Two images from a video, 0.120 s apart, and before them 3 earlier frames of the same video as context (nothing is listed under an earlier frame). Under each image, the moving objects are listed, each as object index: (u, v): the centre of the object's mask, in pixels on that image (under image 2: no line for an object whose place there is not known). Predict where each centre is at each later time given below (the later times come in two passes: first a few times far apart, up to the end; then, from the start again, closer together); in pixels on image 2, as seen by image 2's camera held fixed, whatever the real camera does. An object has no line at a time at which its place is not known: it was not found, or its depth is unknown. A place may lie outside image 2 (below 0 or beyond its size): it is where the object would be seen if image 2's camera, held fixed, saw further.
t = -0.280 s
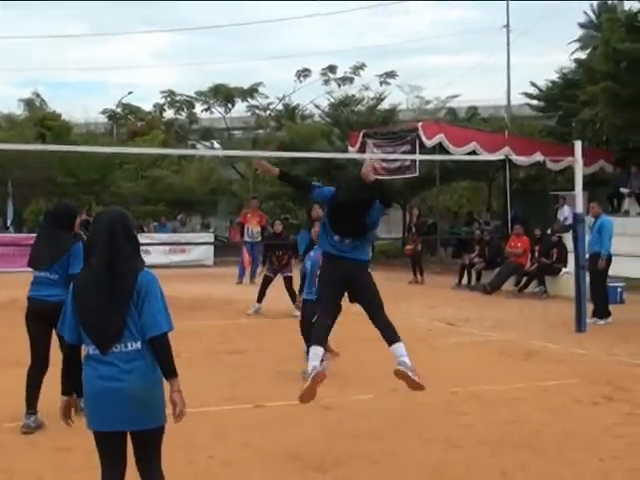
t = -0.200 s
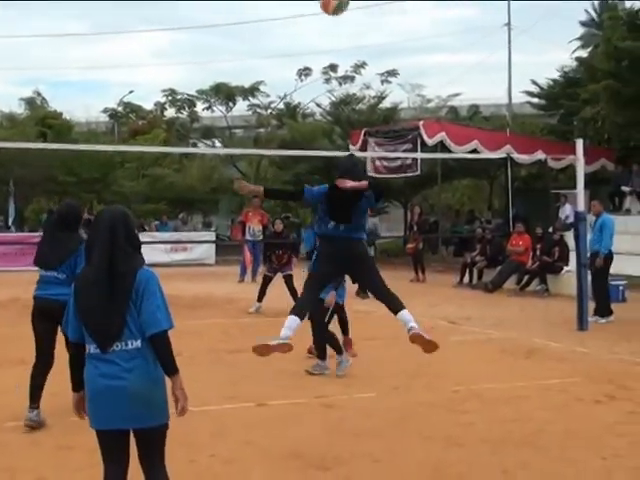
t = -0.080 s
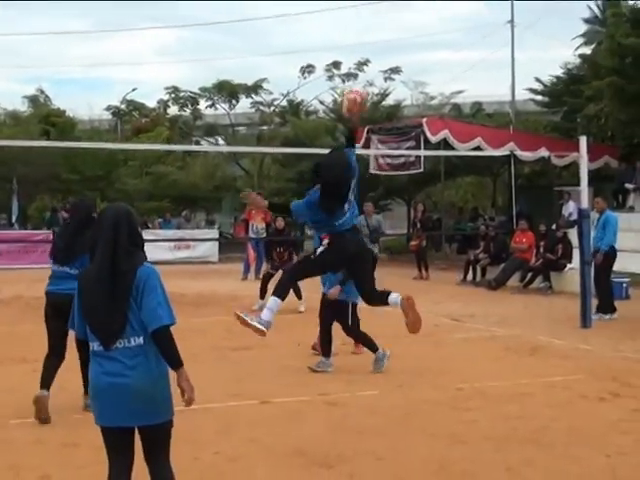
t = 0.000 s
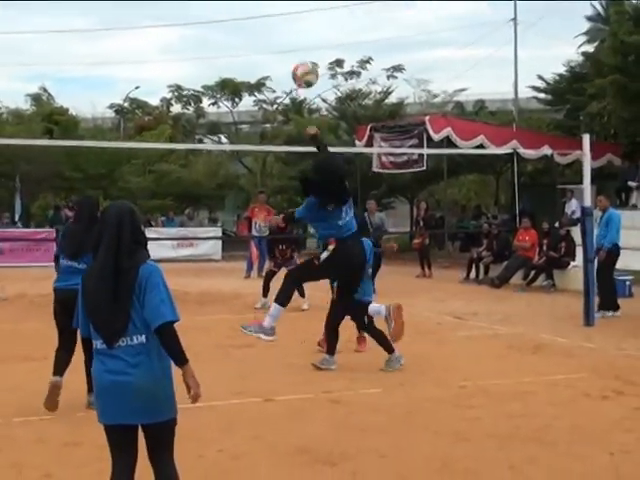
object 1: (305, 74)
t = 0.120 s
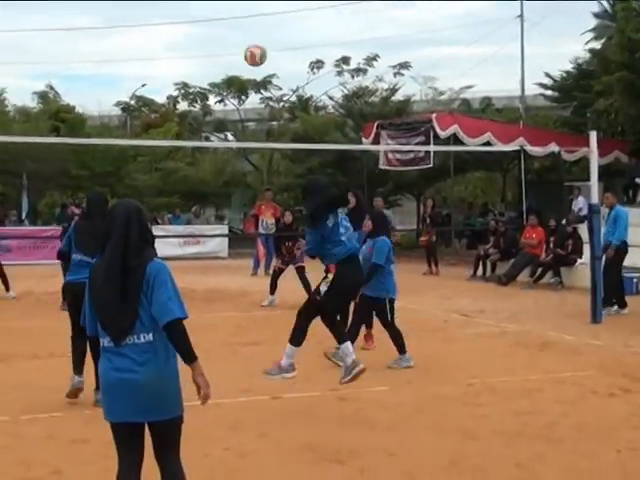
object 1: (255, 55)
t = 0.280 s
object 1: (207, 61)
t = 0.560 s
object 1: (155, 112)
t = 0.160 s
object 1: (241, 54)
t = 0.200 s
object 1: (229, 54)
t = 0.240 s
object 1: (217, 57)
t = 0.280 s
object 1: (207, 61)
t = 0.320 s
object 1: (197, 65)
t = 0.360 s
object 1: (188, 71)
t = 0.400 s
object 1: (180, 78)
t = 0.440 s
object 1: (173, 85)
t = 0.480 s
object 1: (165, 95)
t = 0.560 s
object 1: (155, 112)
